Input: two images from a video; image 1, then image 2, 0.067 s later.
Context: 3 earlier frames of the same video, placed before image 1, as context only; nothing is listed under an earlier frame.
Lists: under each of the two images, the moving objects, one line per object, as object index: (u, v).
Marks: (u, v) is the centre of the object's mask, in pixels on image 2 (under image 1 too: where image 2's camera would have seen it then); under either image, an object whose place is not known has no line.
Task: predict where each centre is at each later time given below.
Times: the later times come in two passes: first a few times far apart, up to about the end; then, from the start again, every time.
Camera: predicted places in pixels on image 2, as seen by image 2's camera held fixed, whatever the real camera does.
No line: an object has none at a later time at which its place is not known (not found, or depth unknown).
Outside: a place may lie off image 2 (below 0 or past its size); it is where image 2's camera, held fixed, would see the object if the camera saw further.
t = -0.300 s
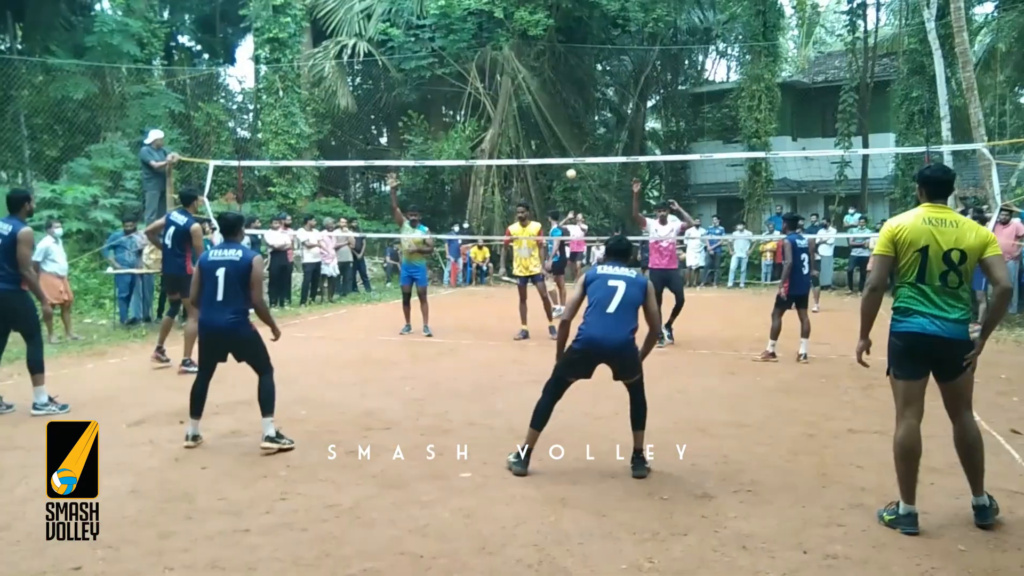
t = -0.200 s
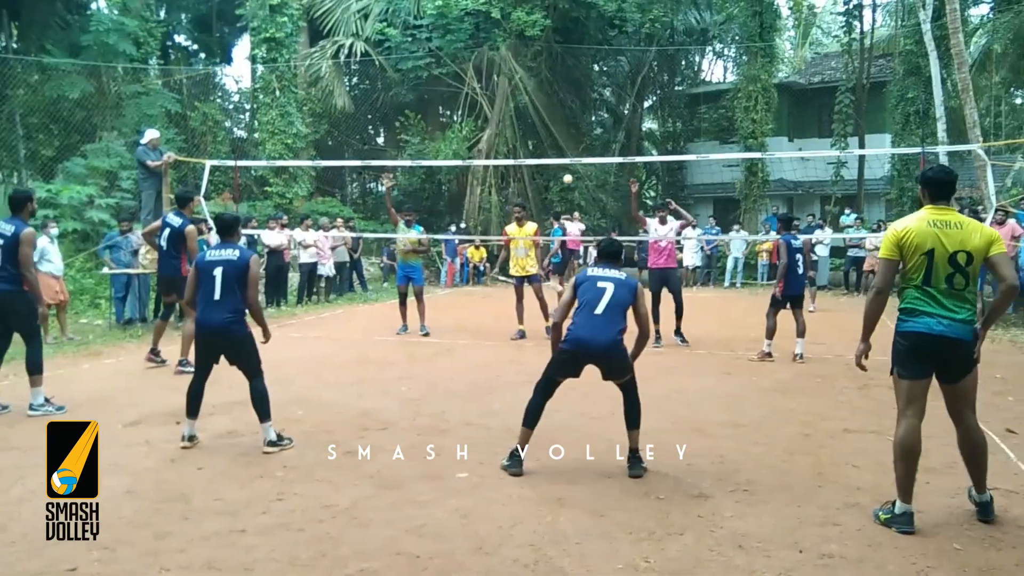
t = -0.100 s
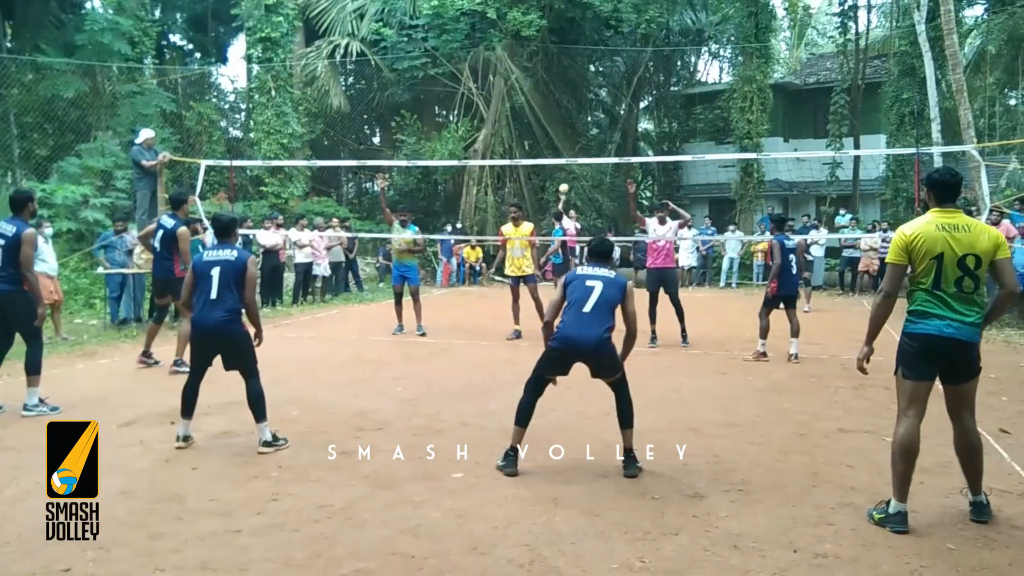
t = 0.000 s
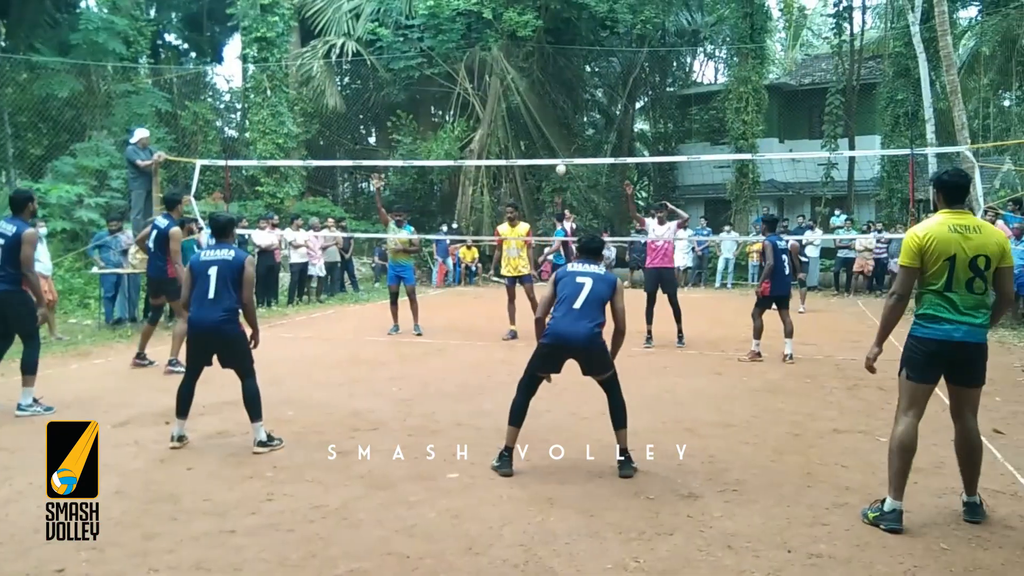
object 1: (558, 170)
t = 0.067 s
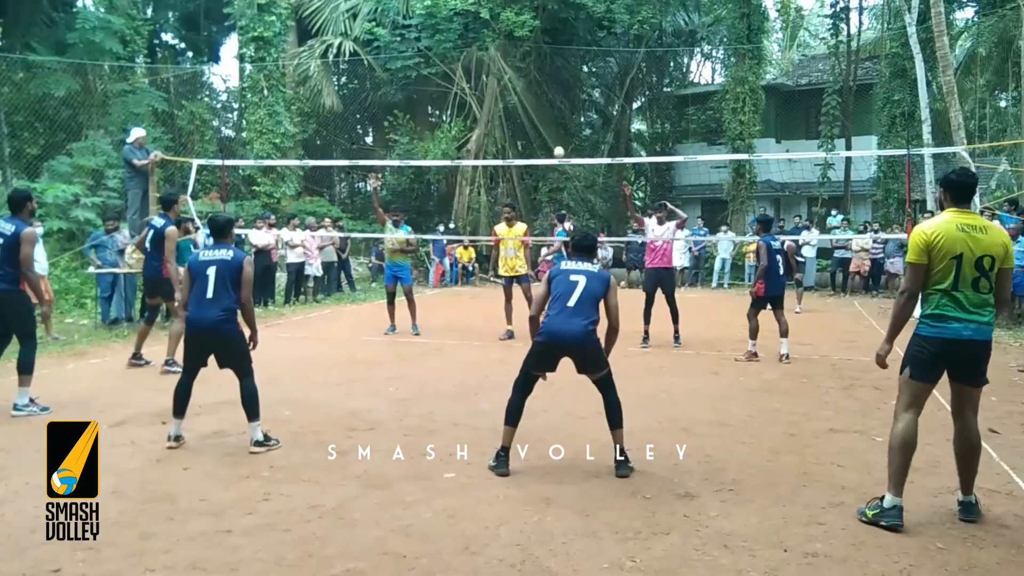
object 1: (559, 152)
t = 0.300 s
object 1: (562, 101)
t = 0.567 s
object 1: (571, 64)
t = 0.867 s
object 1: (597, 71)
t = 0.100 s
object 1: (559, 144)
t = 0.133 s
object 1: (560, 136)
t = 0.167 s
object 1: (560, 128)
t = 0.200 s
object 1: (561, 121)
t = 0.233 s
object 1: (561, 114)
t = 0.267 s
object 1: (562, 107)
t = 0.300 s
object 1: (562, 101)
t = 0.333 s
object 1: (563, 95)
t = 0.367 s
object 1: (564, 89)
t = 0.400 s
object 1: (565, 84)
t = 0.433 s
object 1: (566, 79)
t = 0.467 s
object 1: (567, 74)
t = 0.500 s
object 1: (568, 70)
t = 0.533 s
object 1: (570, 67)
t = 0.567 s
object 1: (571, 64)
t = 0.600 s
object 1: (573, 61)
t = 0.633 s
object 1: (575, 59)
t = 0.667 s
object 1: (577, 58)
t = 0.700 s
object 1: (579, 58)
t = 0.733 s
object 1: (582, 58)
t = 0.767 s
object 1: (586, 60)
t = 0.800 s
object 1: (589, 62)
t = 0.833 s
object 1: (593, 66)
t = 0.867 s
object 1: (597, 71)
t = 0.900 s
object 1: (602, 77)
